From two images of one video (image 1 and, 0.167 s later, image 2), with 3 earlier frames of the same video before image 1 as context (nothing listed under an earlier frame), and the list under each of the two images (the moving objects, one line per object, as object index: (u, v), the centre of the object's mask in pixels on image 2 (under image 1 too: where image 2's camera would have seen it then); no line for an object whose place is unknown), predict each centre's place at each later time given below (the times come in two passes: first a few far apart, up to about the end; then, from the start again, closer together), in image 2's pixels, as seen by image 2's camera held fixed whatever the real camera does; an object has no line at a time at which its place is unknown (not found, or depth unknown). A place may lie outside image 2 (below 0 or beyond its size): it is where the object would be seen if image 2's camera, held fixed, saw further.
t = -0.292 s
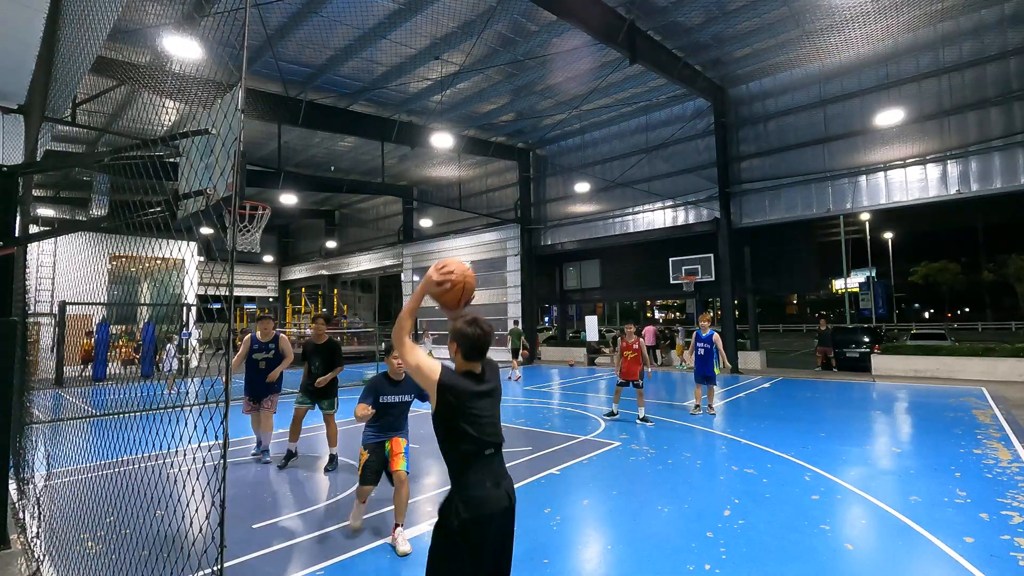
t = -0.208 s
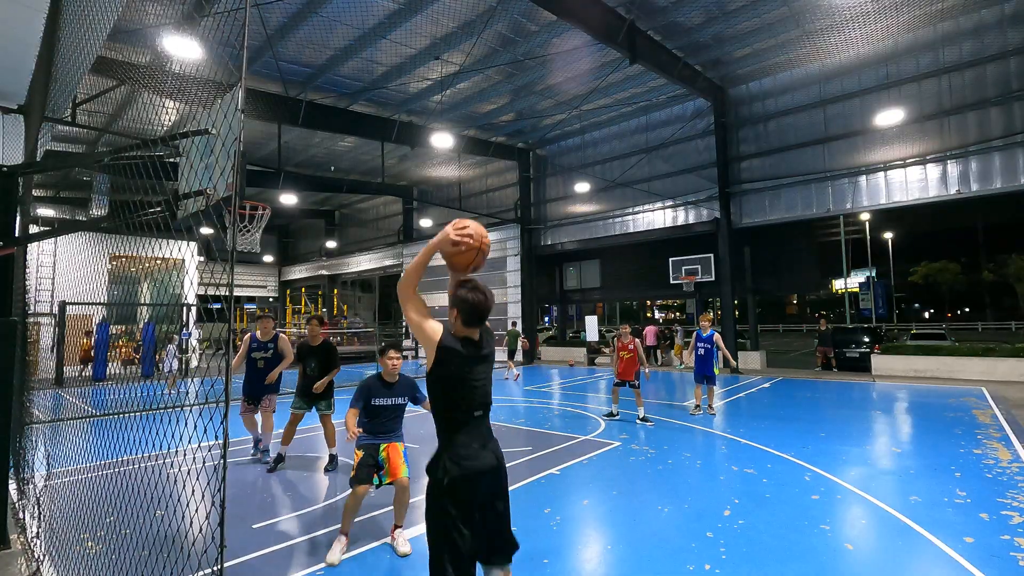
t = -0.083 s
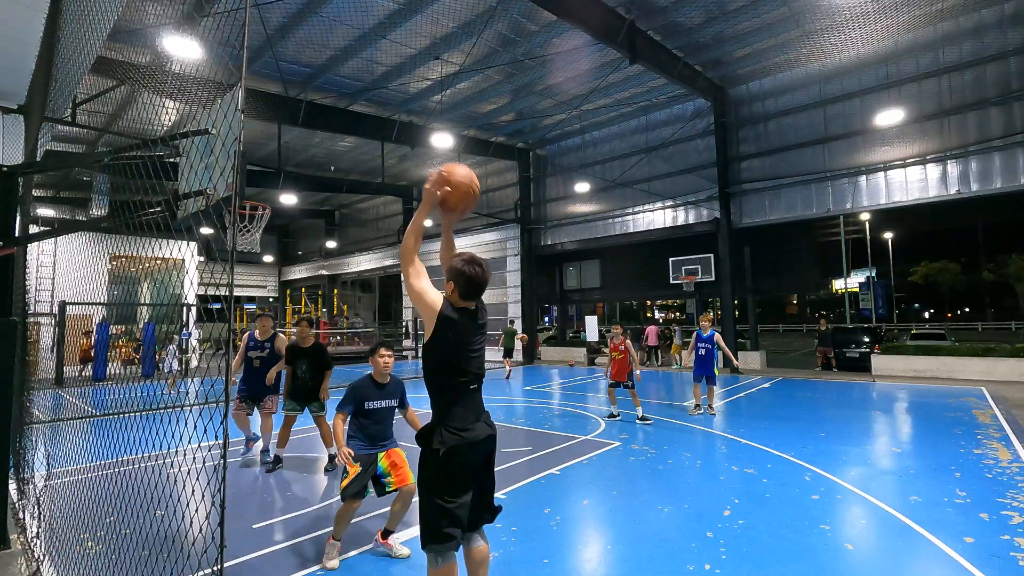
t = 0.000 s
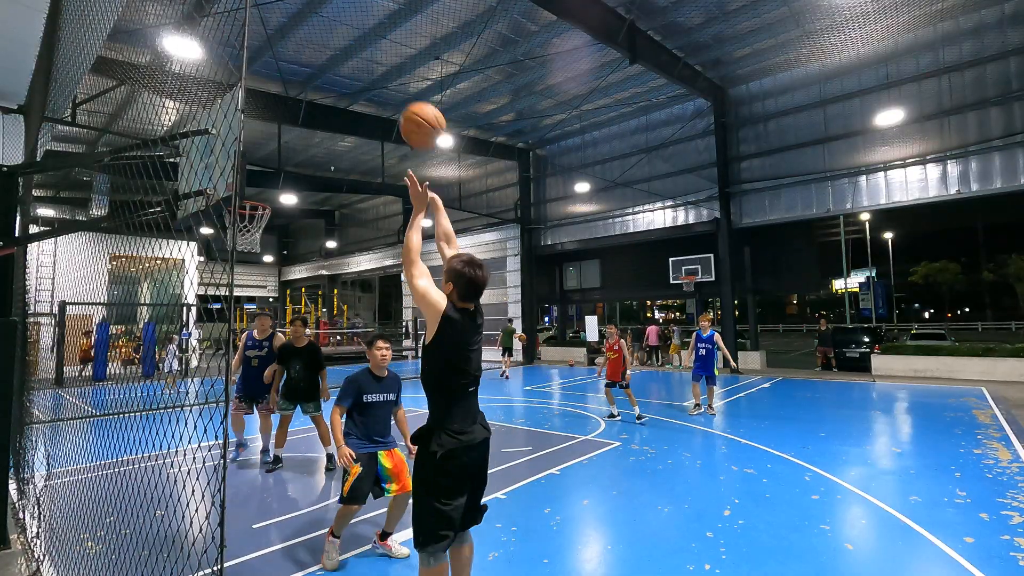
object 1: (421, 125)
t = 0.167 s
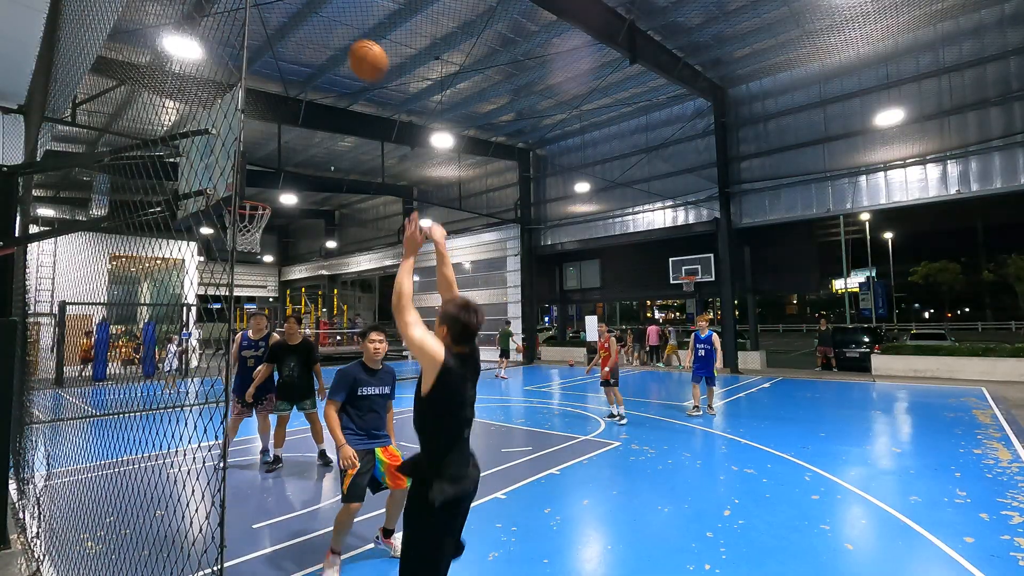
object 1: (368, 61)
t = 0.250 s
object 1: (347, 49)
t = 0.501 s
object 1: (298, 66)
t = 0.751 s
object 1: (264, 135)
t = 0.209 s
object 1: (357, 53)
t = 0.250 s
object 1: (347, 49)
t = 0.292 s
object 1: (337, 46)
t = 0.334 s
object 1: (328, 47)
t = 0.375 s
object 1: (320, 49)
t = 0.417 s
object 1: (312, 53)
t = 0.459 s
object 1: (305, 59)
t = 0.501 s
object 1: (298, 66)
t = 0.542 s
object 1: (291, 75)
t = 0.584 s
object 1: (285, 85)
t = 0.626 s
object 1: (279, 96)
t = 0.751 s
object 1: (264, 135)
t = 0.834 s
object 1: (256, 167)
